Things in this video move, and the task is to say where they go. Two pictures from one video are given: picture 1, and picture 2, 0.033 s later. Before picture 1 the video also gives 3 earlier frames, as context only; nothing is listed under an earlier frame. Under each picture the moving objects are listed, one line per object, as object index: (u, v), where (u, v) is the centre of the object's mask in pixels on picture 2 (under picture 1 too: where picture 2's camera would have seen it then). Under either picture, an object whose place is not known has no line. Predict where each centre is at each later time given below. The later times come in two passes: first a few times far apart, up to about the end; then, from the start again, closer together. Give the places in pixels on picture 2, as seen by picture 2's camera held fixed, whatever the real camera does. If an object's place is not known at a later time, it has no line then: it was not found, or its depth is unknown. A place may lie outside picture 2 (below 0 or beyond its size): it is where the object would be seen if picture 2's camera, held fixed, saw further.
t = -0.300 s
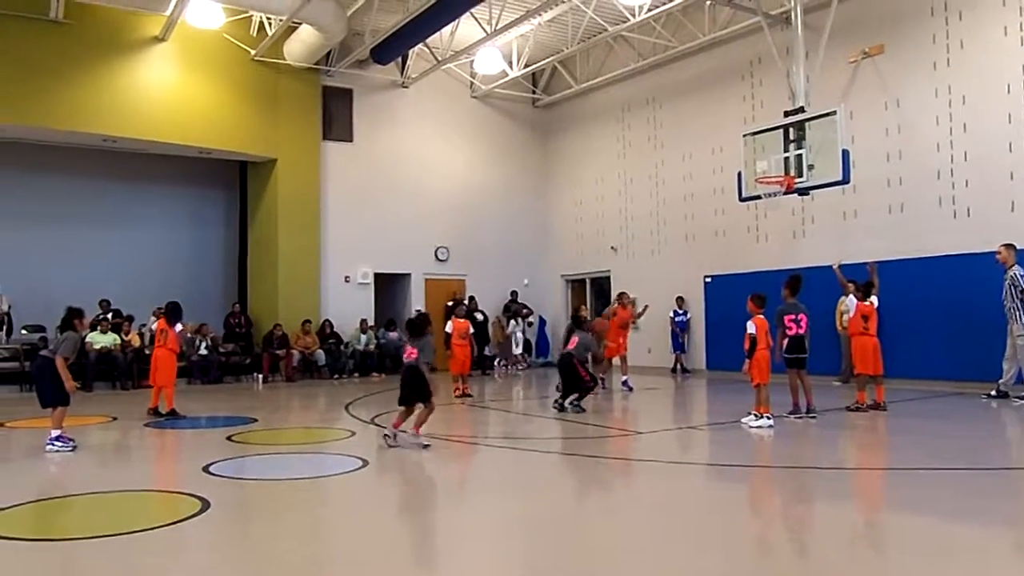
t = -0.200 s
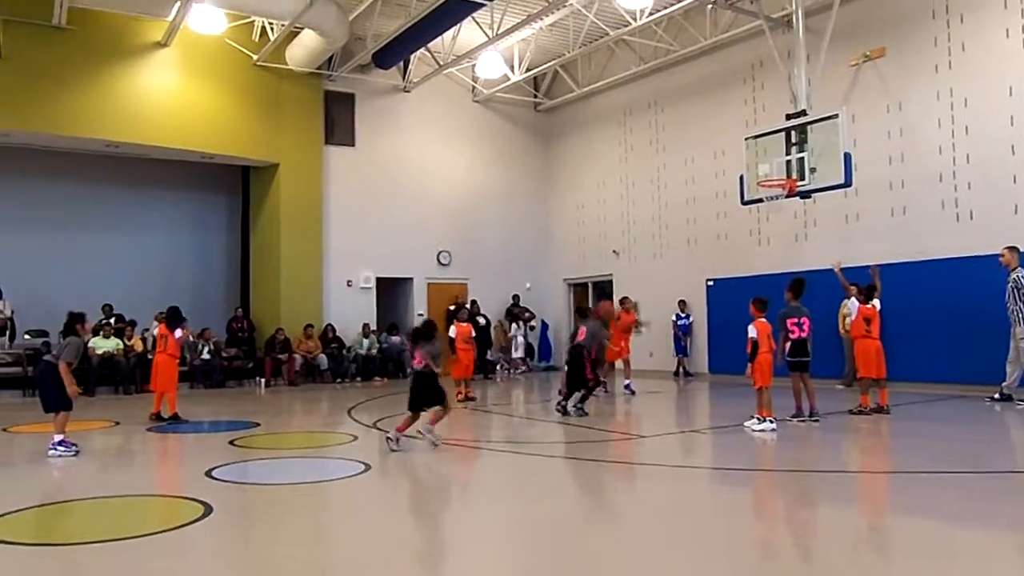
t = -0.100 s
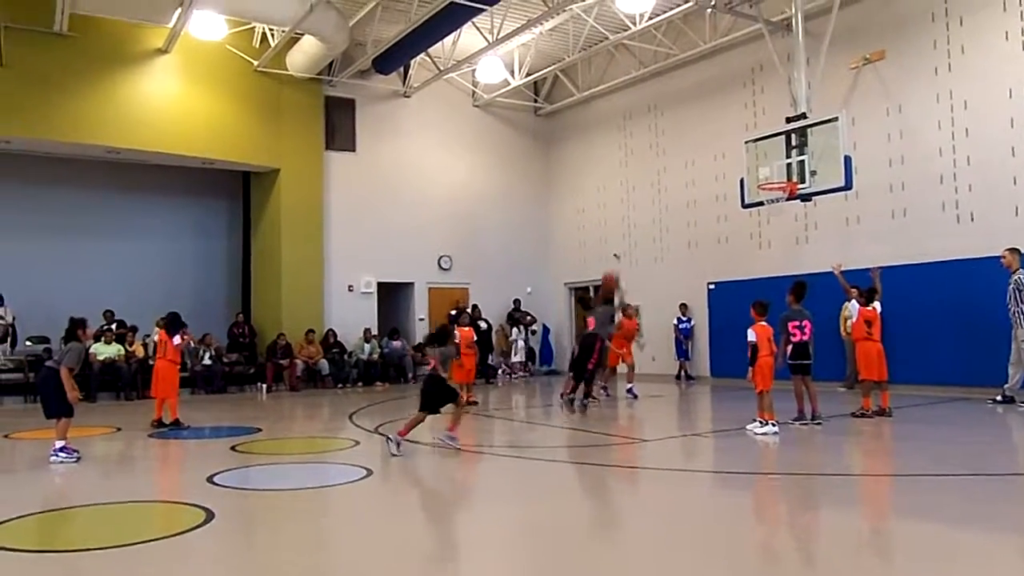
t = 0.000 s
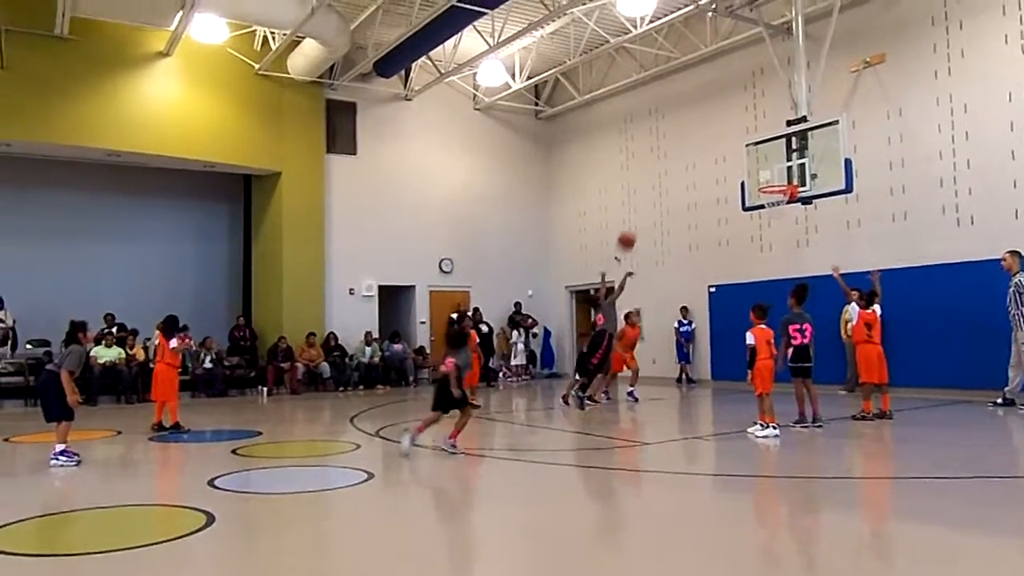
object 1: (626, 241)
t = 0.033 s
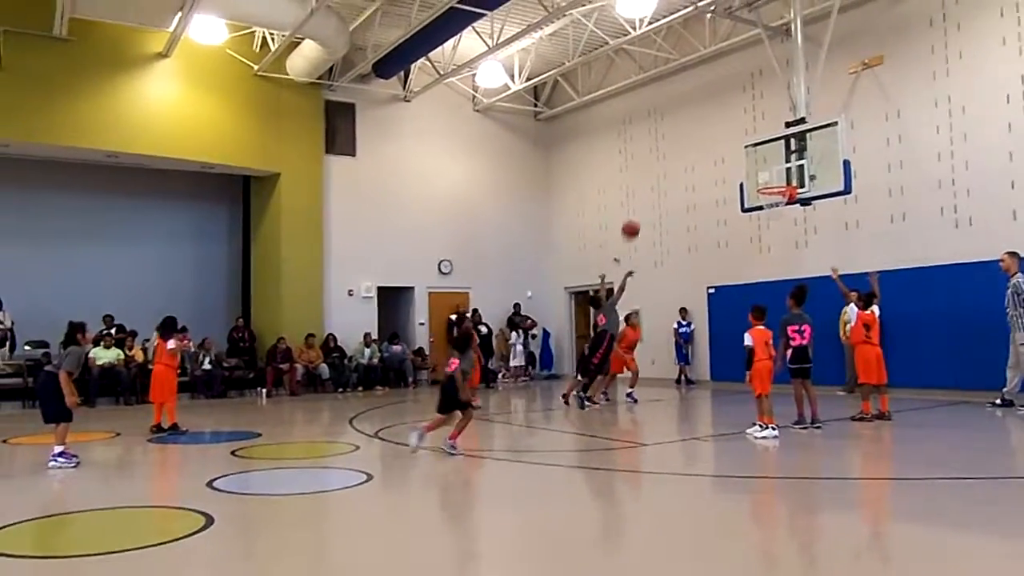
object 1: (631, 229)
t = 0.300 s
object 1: (666, 170)
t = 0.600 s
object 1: (705, 168)
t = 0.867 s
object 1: (739, 215)
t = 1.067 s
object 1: (762, 274)
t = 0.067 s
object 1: (635, 218)
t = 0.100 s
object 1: (640, 208)
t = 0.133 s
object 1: (645, 199)
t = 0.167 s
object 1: (649, 192)
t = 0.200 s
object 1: (653, 185)
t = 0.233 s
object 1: (659, 178)
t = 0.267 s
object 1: (662, 174)
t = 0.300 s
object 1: (666, 170)
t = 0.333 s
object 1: (671, 167)
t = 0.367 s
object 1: (675, 164)
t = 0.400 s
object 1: (679, 162)
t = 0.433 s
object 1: (684, 162)
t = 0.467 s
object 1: (688, 161)
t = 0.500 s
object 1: (693, 162)
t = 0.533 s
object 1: (697, 163)
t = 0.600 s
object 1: (705, 168)
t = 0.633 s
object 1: (710, 171)
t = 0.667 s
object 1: (714, 176)
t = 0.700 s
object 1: (718, 181)
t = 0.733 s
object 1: (722, 186)
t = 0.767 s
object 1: (727, 192)
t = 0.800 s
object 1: (730, 199)
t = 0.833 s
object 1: (734, 207)
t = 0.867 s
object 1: (739, 215)
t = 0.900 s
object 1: (742, 223)
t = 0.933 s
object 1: (746, 233)
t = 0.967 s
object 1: (750, 241)
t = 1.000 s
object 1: (754, 253)
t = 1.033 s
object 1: (758, 263)
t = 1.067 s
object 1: (762, 274)
